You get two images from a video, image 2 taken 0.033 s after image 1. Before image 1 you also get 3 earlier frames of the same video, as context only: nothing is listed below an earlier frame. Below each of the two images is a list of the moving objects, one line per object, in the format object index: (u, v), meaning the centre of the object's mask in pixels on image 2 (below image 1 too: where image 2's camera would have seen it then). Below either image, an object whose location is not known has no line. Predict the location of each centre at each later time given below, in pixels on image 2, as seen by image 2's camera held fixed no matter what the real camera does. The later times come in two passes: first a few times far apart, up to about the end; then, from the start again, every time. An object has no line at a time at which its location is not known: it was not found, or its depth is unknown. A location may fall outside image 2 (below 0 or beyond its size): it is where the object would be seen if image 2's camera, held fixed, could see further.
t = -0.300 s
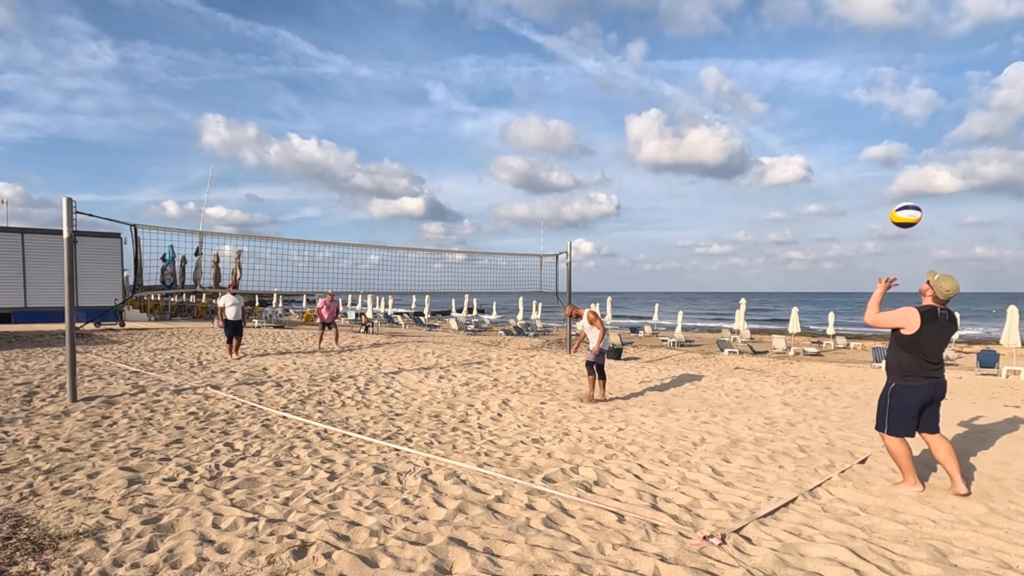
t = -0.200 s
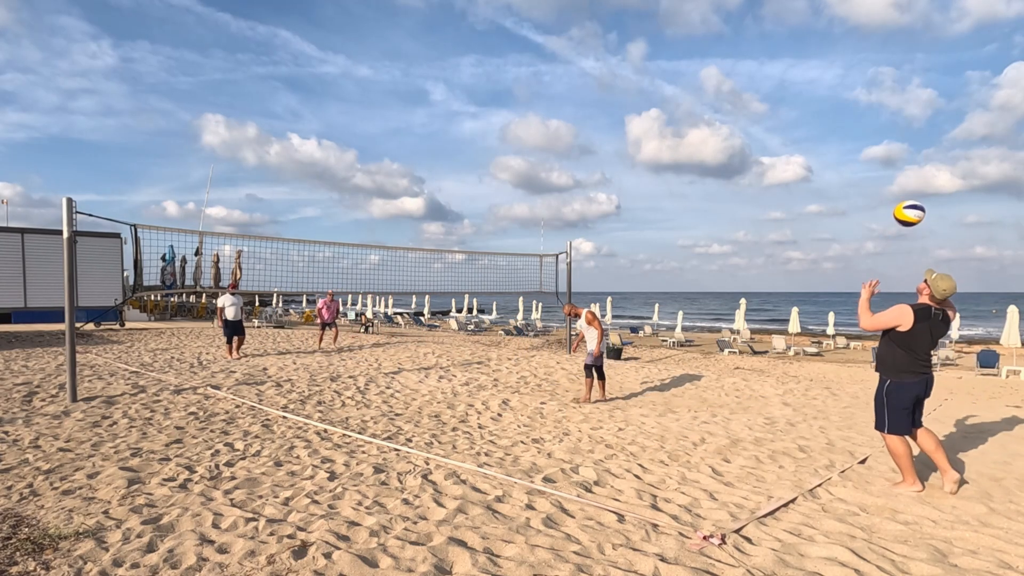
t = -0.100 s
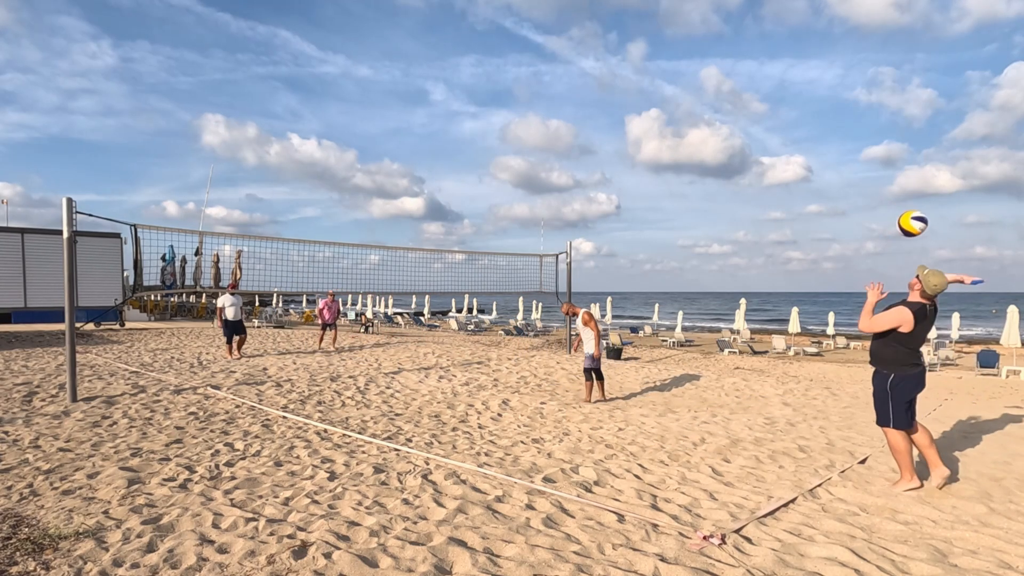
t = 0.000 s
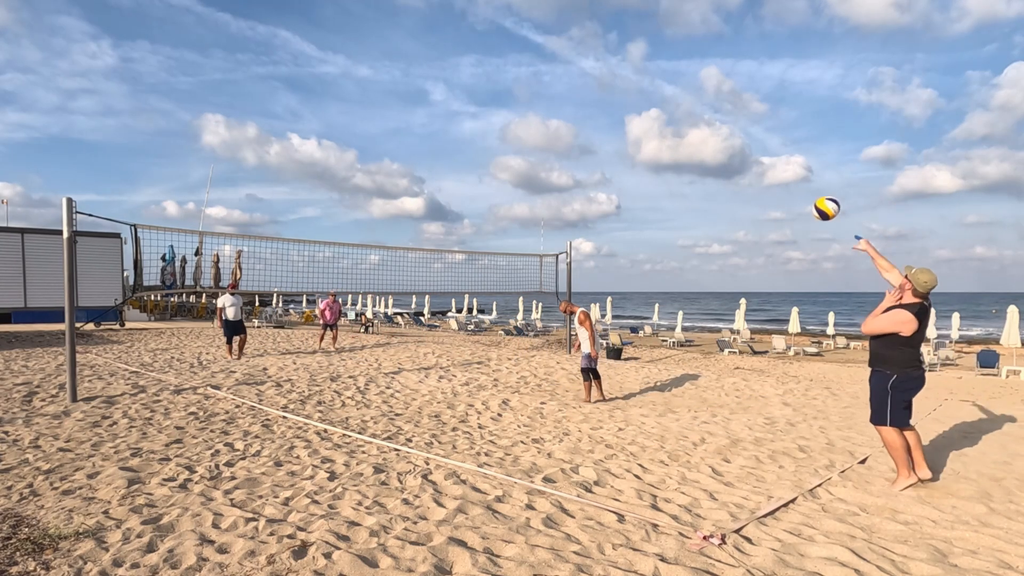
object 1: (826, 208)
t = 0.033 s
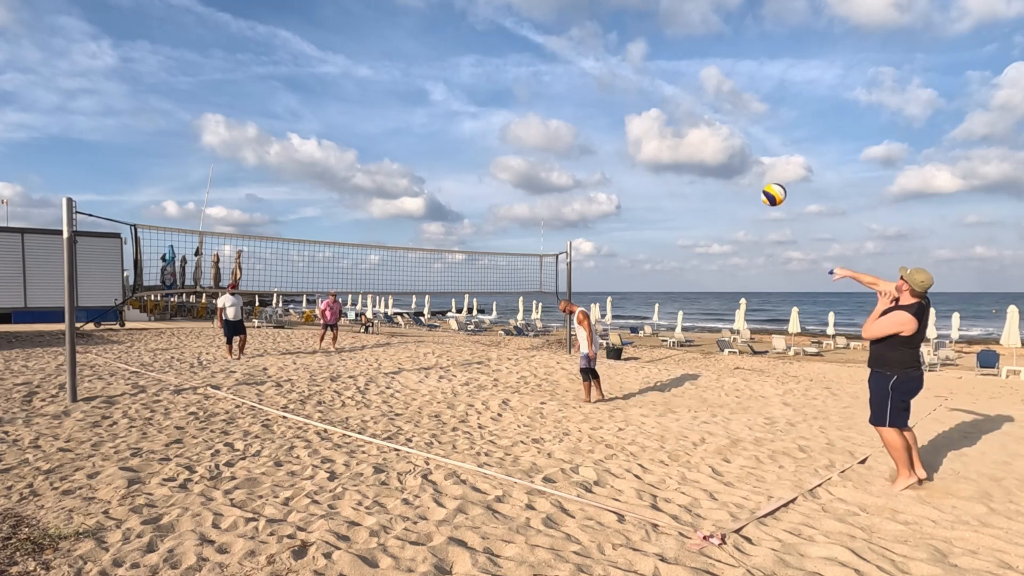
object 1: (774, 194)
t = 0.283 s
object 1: (516, 148)
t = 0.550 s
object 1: (383, 170)
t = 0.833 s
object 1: (305, 224)
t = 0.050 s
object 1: (750, 188)
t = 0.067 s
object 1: (727, 183)
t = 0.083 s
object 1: (705, 178)
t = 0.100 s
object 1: (684, 173)
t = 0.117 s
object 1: (665, 169)
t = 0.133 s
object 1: (647, 165)
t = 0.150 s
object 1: (629, 162)
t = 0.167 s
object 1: (612, 159)
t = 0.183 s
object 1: (596, 156)
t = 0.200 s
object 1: (581, 154)
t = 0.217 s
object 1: (567, 153)
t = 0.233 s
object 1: (553, 151)
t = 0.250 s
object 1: (540, 150)
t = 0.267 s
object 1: (528, 149)
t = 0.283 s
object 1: (516, 148)
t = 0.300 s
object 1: (504, 148)
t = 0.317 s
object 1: (493, 148)
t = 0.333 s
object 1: (483, 148)
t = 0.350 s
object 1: (474, 149)
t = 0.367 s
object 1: (464, 149)
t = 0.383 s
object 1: (455, 150)
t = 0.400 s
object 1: (447, 152)
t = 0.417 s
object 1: (438, 153)
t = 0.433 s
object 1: (430, 155)
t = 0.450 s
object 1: (423, 157)
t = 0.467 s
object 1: (416, 159)
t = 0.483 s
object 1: (409, 161)
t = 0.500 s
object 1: (402, 163)
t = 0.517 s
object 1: (395, 165)
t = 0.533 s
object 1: (389, 168)
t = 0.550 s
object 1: (383, 170)
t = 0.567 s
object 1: (377, 173)
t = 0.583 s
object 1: (371, 176)
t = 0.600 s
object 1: (365, 179)
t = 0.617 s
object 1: (360, 182)
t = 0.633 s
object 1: (355, 184)
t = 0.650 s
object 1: (350, 187)
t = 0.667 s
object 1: (345, 190)
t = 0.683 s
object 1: (340, 193)
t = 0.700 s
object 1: (336, 196)
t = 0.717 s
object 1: (331, 199)
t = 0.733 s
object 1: (327, 202)
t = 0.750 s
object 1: (323, 206)
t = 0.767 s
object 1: (319, 209)
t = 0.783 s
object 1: (315, 213)
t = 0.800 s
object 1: (312, 217)
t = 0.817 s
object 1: (308, 220)
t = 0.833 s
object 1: (305, 224)
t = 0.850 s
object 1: (301, 228)
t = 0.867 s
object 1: (297, 232)
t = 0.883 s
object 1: (294, 235)
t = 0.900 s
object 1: (291, 239)
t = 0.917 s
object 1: (288, 245)
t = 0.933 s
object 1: (285, 247)
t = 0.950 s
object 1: (281, 252)
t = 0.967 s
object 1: (278, 255)
